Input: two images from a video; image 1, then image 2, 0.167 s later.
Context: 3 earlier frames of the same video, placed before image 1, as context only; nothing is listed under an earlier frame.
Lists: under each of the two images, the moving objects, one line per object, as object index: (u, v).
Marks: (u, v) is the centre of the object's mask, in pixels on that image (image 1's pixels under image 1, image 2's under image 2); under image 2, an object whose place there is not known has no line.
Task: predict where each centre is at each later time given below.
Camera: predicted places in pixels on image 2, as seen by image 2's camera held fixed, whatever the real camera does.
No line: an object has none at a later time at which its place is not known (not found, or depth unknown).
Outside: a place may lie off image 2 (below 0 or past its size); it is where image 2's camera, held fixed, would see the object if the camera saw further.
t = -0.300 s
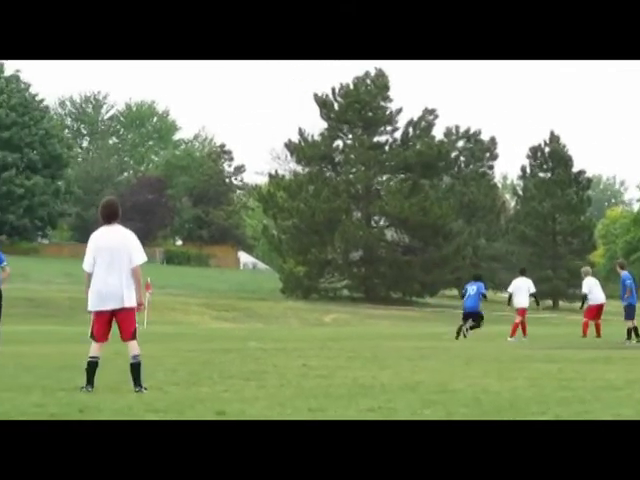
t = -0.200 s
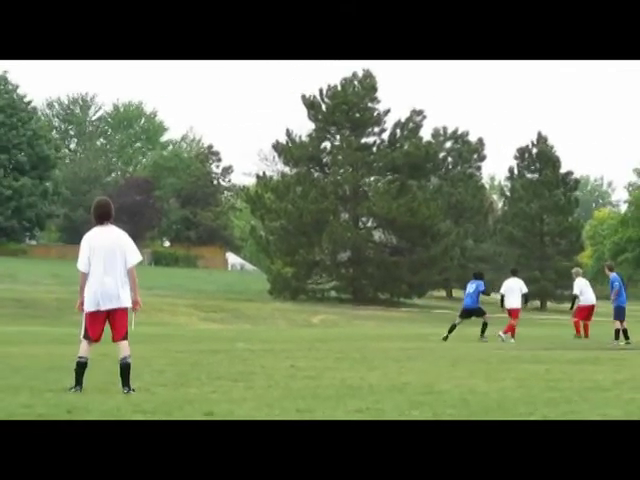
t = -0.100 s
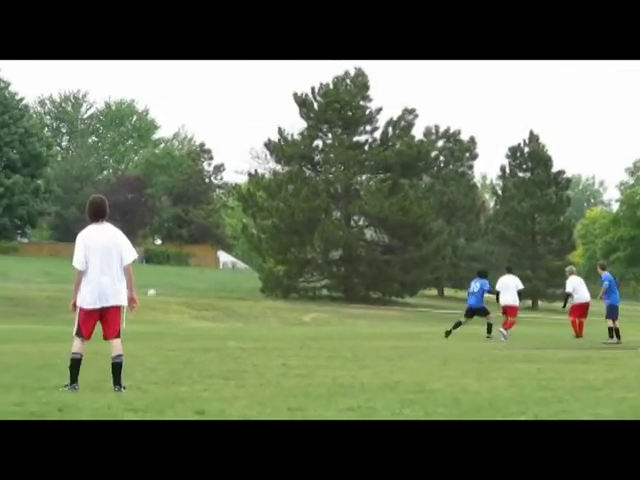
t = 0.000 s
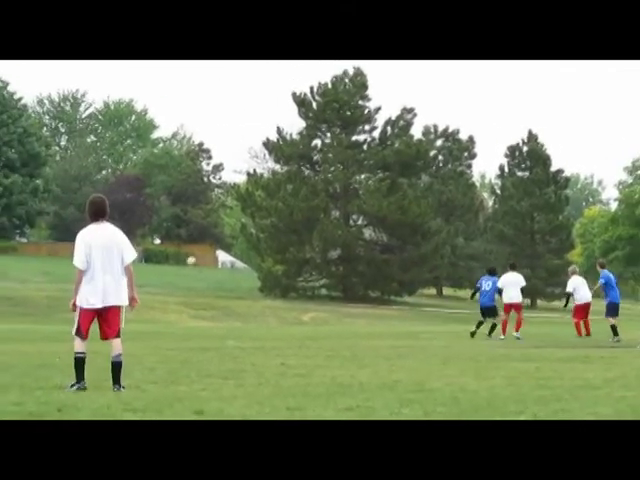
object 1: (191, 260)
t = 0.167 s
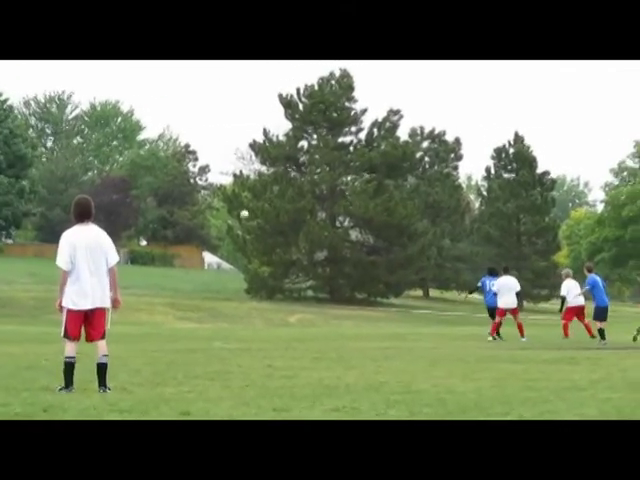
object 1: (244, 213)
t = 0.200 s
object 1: (257, 205)
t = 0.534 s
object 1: (384, 135)
